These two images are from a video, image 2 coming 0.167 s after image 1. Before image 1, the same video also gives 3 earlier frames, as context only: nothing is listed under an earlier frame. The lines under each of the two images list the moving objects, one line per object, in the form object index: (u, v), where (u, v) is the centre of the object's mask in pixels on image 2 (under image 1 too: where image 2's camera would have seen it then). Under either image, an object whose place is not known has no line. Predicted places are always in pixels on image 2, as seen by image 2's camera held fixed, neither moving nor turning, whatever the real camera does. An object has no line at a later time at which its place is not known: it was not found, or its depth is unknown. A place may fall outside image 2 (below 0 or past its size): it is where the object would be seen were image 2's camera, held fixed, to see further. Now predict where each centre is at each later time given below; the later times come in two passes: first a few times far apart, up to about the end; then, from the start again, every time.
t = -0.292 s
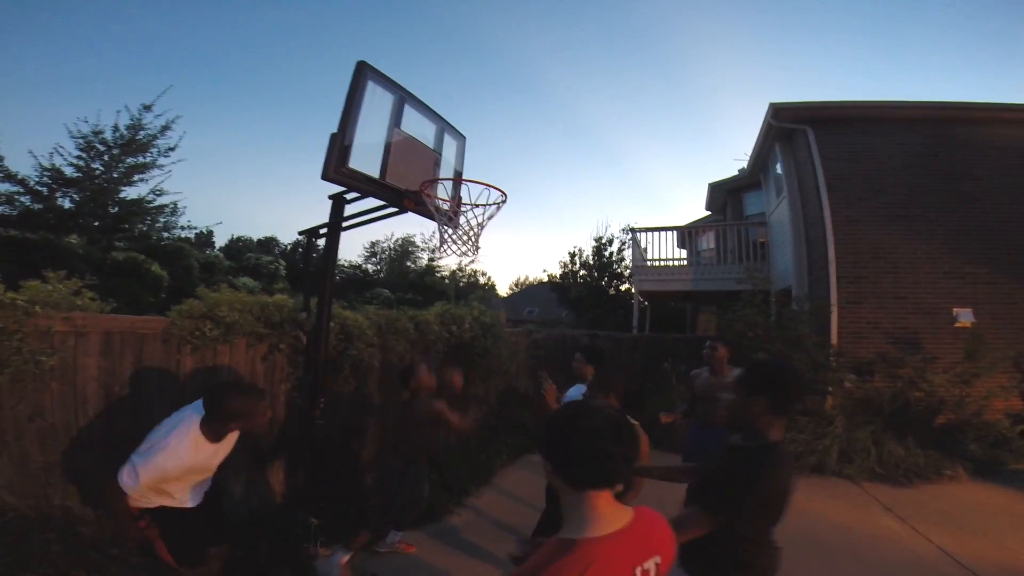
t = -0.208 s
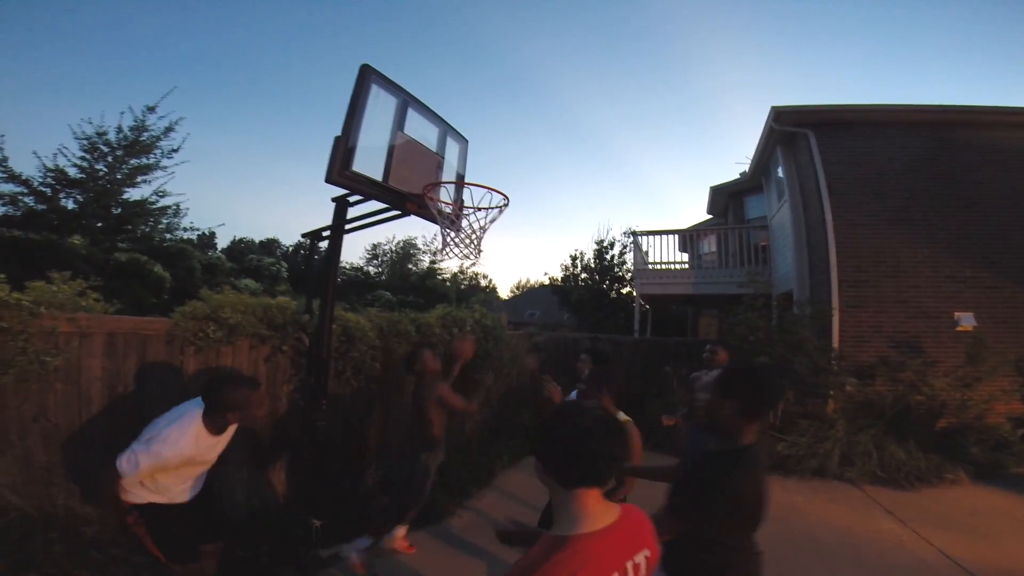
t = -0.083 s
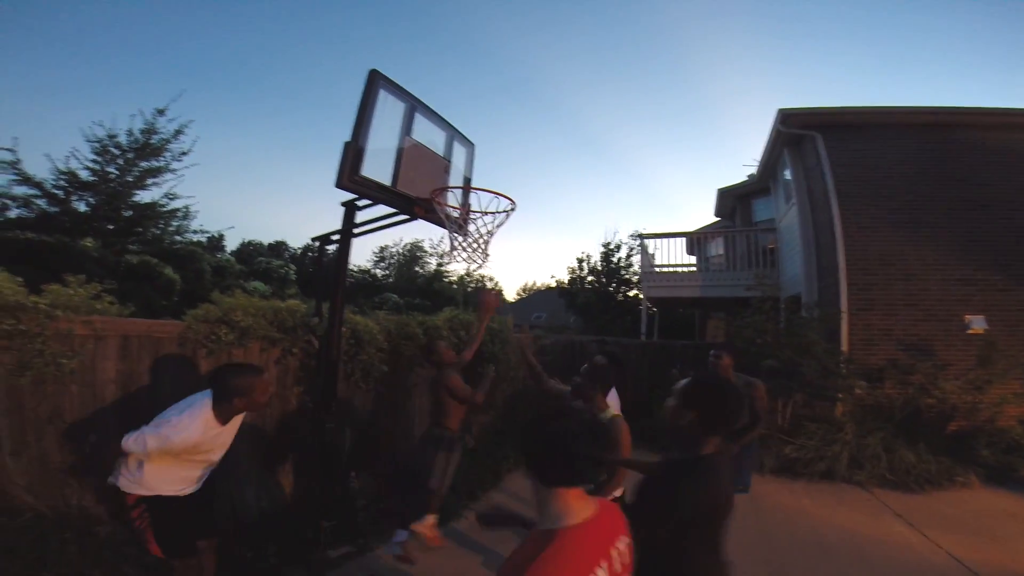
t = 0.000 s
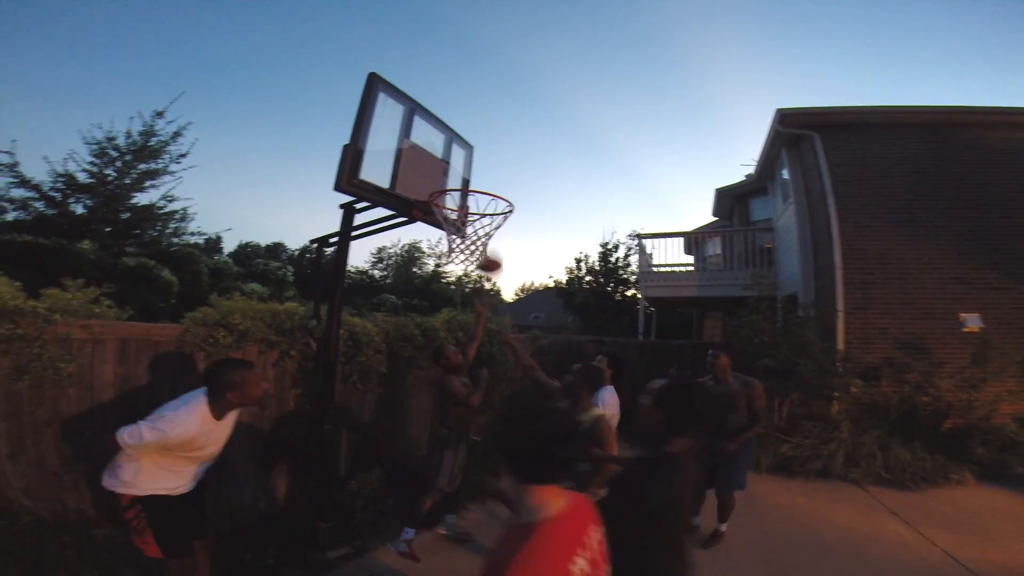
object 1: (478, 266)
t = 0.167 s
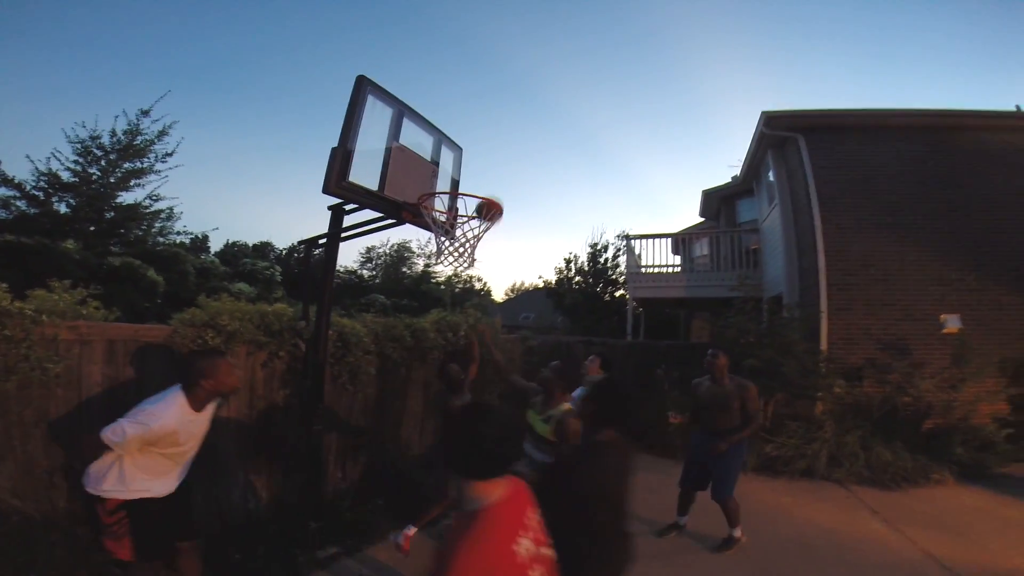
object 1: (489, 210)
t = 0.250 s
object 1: (495, 192)
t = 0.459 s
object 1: (509, 180)
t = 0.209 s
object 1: (492, 200)
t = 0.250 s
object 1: (495, 192)
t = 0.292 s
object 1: (497, 186)
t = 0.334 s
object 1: (501, 182)
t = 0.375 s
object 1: (504, 179)
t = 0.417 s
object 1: (506, 179)
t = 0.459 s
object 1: (509, 180)
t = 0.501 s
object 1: (512, 183)
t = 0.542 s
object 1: (514, 189)
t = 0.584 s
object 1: (516, 196)
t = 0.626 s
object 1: (518, 207)
